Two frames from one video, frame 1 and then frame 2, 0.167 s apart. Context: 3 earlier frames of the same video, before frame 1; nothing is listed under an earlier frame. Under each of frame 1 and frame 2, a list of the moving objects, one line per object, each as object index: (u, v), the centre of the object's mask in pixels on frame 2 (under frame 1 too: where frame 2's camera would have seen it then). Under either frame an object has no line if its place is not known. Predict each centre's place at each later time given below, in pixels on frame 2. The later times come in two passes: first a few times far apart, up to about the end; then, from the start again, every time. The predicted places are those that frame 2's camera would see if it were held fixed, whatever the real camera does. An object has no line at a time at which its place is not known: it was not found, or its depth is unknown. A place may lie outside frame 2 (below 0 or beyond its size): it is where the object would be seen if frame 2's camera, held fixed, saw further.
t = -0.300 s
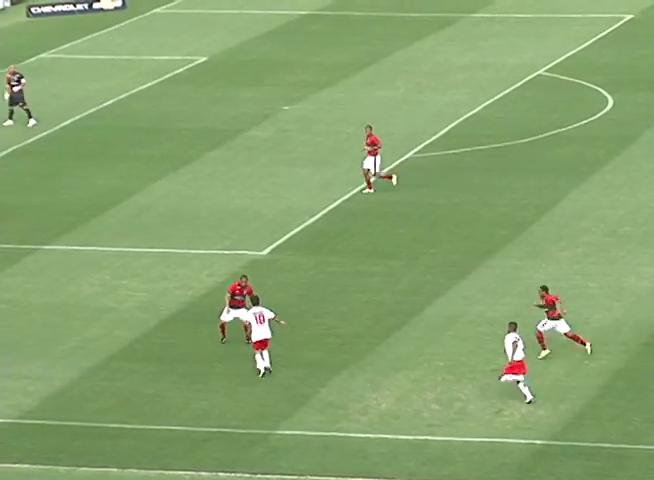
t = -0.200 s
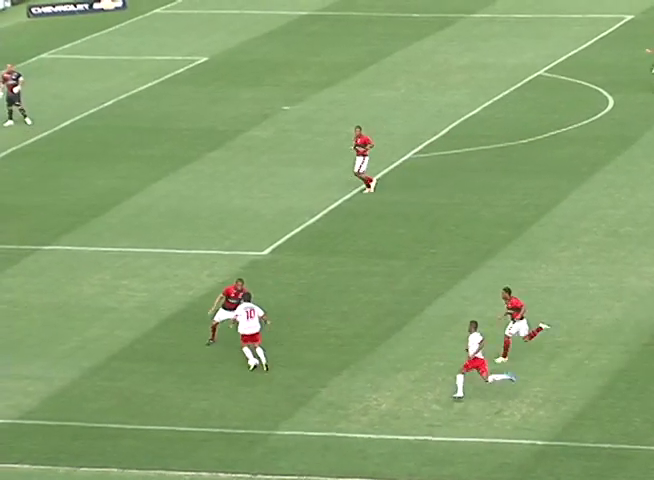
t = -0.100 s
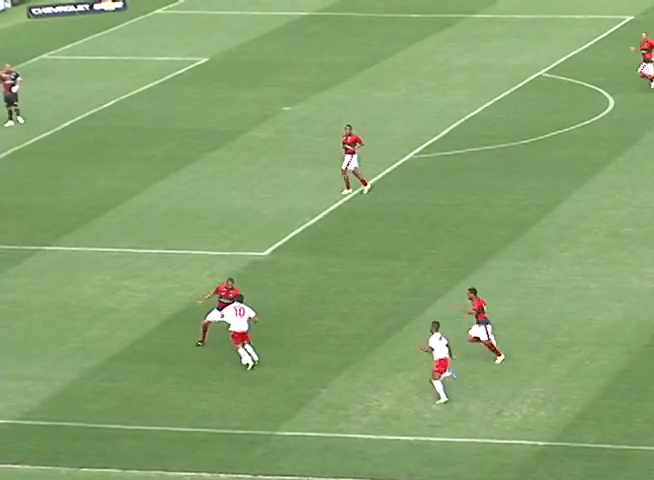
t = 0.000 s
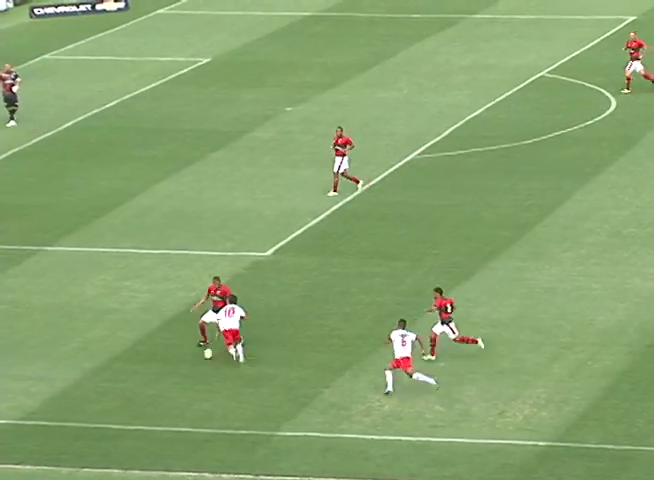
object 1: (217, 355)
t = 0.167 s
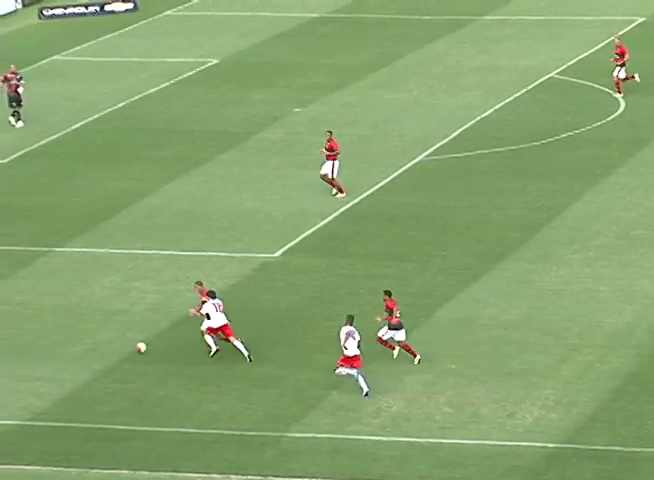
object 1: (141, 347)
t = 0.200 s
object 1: (125, 345)
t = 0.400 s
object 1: (49, 338)
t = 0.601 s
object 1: (-16, 332)
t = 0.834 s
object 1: (-79, 325)
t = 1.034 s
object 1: (-121, 321)
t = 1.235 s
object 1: (-157, 318)
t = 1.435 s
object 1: (-189, 315)
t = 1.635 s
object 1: (-221, 313)
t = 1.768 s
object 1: (-242, 311)
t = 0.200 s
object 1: (125, 345)
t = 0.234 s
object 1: (113, 343)
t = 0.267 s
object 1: (99, 342)
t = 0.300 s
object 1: (86, 341)
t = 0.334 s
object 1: (73, 341)
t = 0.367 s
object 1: (60, 341)
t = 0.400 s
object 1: (49, 338)
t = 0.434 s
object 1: (37, 336)
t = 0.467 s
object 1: (27, 335)
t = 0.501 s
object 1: (15, 334)
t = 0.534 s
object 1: (5, 333)
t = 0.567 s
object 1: (-7, 333)
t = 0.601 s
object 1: (-16, 332)
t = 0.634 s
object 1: (-27, 330)
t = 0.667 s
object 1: (-35, 328)
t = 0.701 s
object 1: (-44, 327)
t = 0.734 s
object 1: (-53, 327)
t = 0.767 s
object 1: (-62, 326)
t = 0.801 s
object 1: (-71, 326)
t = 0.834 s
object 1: (-79, 325)
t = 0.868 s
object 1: (-87, 324)
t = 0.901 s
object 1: (-93, 323)
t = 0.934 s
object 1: (-101, 323)
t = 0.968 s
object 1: (-108, 323)
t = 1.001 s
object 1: (-115, 322)
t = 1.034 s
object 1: (-121, 321)
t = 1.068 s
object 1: (-127, 321)
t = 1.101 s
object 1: (-134, 320)
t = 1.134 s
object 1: (-140, 320)
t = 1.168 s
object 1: (-146, 319)
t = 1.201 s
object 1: (-152, 319)
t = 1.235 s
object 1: (-157, 318)
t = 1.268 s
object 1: (-163, 318)
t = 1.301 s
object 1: (-168, 318)
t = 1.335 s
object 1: (-174, 317)
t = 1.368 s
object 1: (-180, 316)
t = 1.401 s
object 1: (-185, 316)
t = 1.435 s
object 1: (-189, 315)
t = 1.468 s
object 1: (-196, 315)
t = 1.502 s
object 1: (-200, 315)
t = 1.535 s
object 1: (-206, 314)
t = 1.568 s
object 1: (-211, 314)
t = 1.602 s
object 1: (-215, 314)
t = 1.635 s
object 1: (-221, 313)
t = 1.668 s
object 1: (-226, 312)
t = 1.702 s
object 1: (-233, 313)
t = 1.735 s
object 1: (-237, 312)
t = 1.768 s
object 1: (-242, 311)
